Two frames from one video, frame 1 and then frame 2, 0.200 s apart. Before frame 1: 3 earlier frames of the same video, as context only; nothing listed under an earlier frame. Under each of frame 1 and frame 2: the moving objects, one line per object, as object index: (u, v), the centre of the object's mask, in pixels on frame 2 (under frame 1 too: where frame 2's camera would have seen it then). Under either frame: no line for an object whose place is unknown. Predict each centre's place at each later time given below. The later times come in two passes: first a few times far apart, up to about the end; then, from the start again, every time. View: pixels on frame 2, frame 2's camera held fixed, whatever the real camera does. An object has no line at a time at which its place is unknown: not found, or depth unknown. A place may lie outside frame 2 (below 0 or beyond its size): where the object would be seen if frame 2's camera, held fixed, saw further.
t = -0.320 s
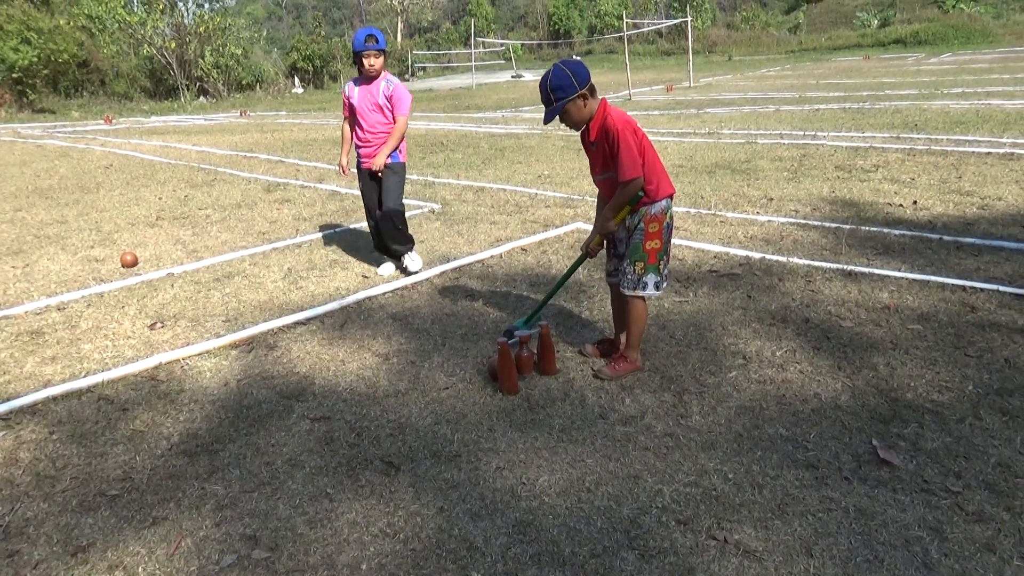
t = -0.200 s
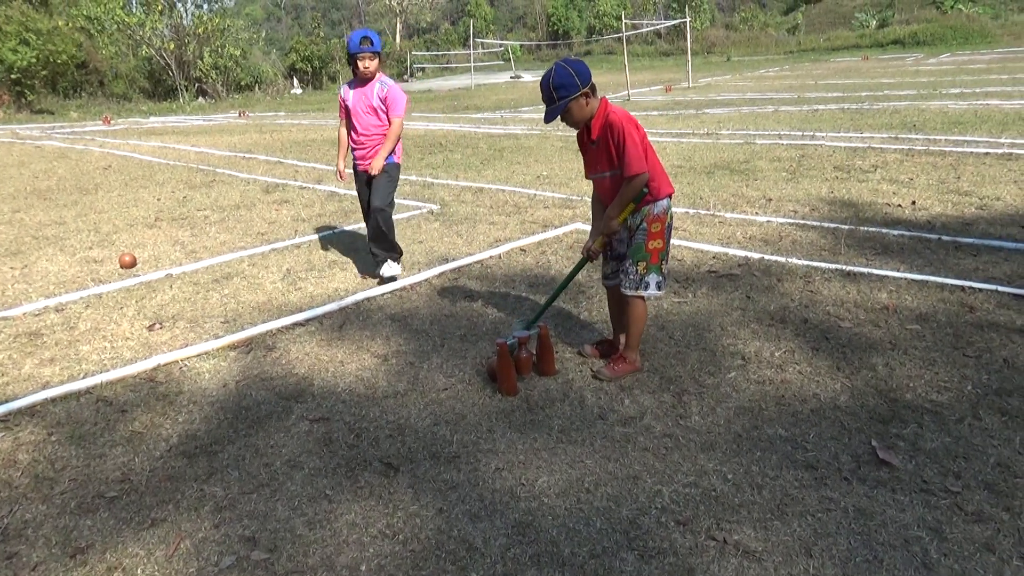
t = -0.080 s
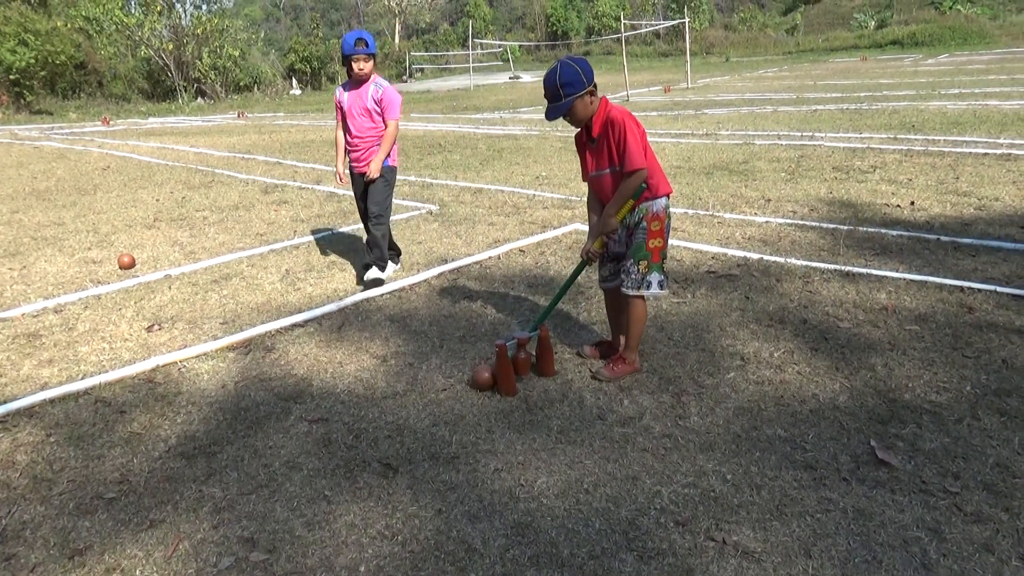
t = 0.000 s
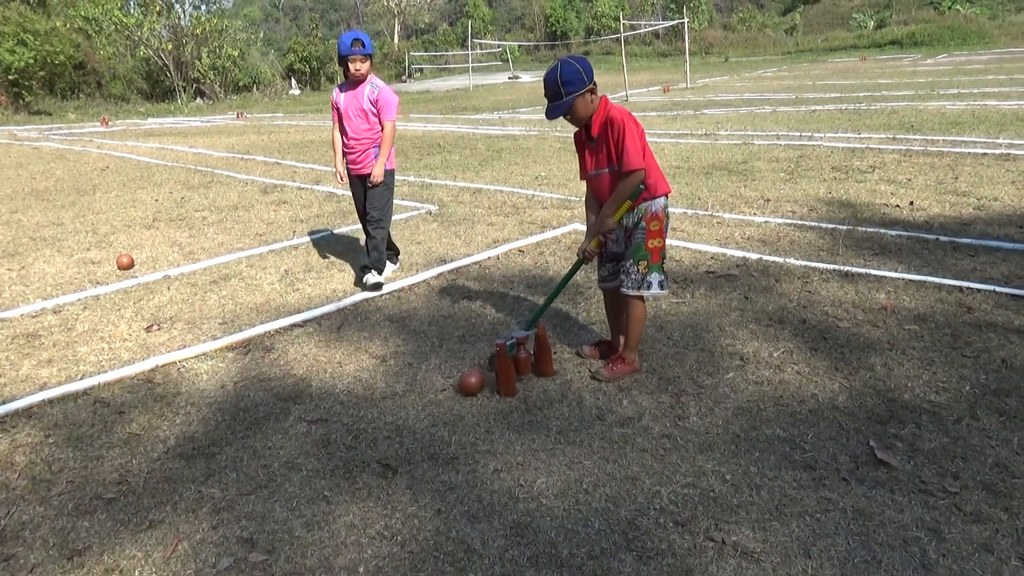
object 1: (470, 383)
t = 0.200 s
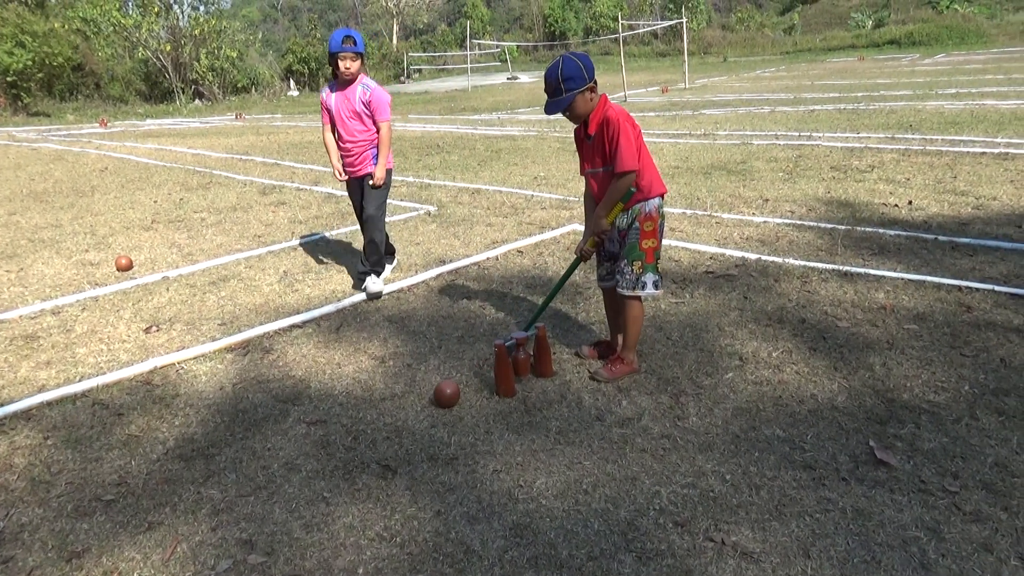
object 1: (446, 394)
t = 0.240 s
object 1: (441, 395)
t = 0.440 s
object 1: (424, 403)
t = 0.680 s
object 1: (407, 409)
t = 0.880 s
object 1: (400, 412)
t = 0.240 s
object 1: (441, 395)
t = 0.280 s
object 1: (438, 397)
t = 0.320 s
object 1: (434, 398)
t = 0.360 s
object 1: (431, 400)
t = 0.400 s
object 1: (427, 402)
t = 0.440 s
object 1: (424, 403)
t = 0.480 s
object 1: (422, 404)
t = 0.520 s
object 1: (418, 405)
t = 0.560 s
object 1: (415, 406)
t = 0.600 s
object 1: (413, 406)
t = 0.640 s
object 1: (409, 409)
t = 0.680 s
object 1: (407, 409)
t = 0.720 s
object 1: (405, 410)
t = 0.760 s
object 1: (403, 411)
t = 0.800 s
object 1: (401, 412)
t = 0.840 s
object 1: (400, 412)
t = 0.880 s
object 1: (400, 412)
